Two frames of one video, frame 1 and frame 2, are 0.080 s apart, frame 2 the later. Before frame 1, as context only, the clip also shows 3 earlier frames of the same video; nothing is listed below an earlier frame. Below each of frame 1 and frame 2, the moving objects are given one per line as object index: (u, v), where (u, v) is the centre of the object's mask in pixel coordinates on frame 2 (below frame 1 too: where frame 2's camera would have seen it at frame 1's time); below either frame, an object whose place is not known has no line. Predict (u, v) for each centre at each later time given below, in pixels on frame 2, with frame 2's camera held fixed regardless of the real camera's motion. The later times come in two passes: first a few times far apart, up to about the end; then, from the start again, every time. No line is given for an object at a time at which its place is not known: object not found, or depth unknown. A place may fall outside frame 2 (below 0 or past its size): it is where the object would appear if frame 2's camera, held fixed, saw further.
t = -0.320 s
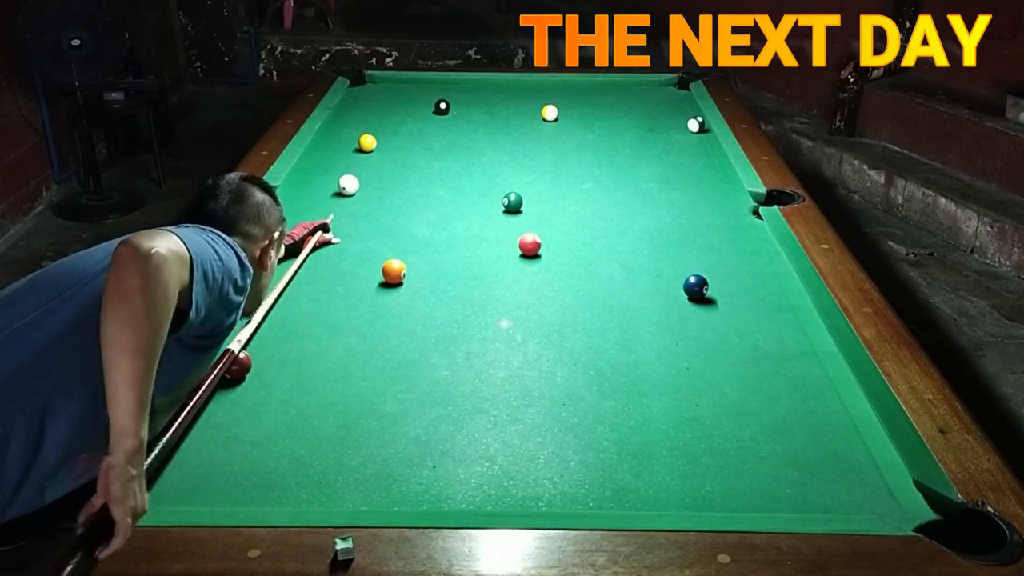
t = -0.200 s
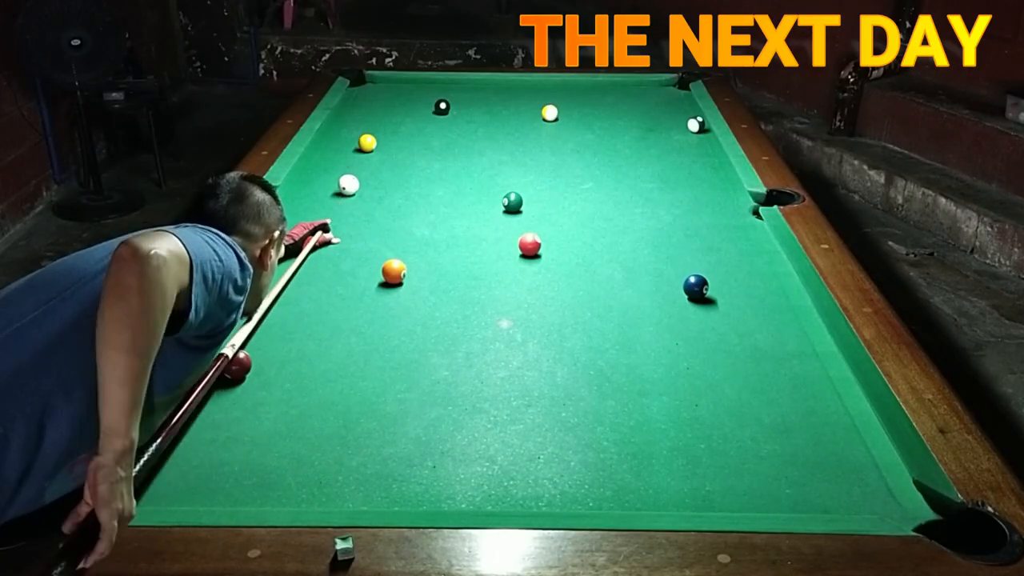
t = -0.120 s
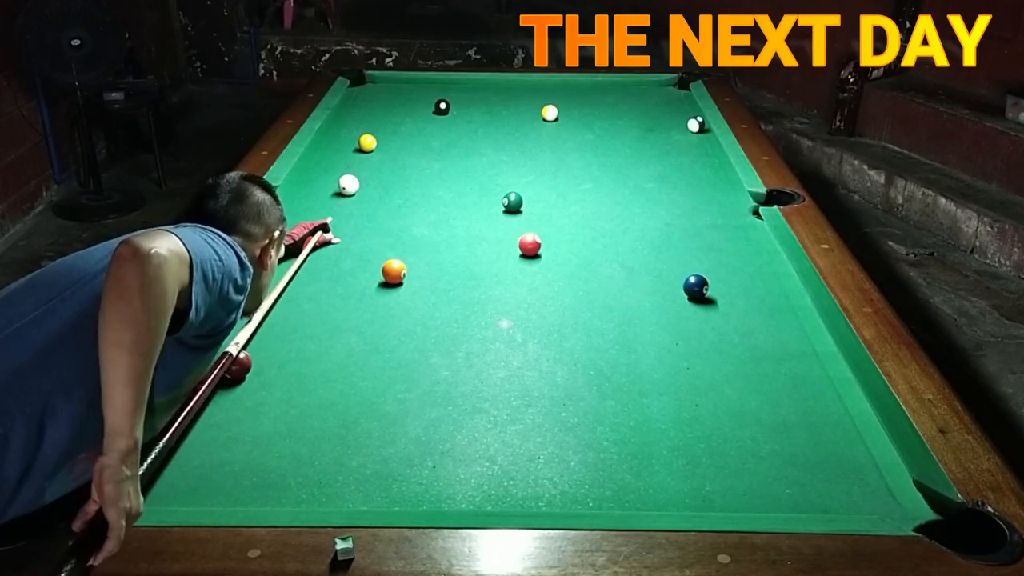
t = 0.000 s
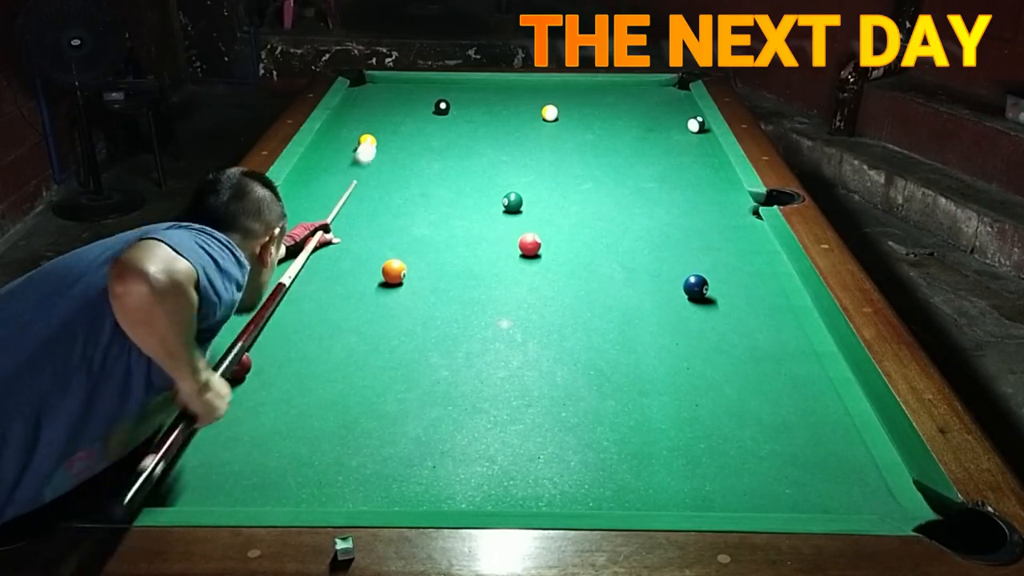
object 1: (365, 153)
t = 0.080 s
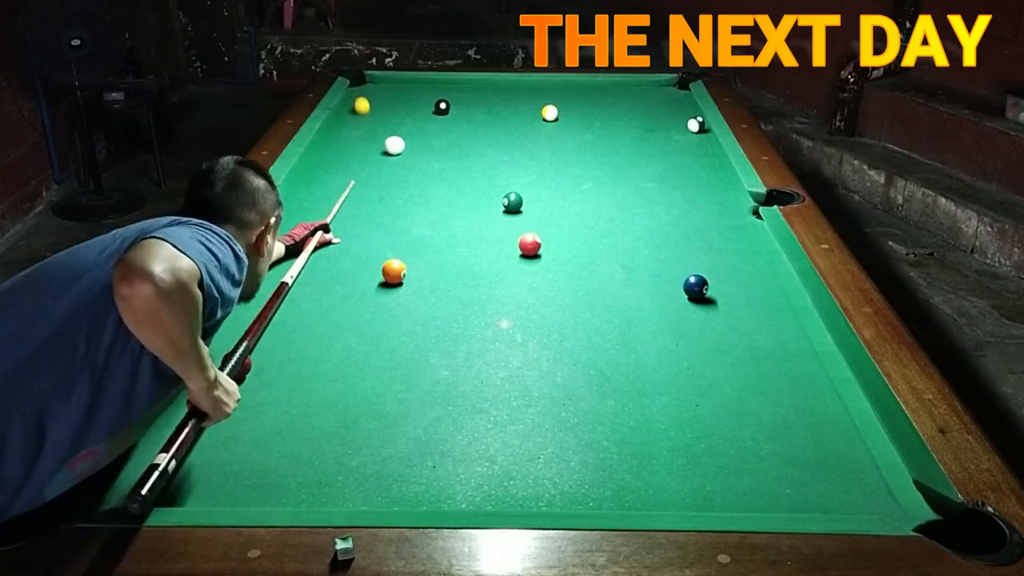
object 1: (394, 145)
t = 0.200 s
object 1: (425, 148)
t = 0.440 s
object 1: (482, 156)
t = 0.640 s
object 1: (528, 162)
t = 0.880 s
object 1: (582, 169)
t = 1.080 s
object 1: (629, 175)
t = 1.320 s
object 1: (678, 181)
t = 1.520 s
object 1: (715, 185)
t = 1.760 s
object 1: (723, 188)
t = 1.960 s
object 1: (709, 190)
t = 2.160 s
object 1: (698, 191)
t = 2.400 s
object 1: (689, 192)
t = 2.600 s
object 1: (685, 192)
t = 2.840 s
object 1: (684, 192)
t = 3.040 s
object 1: (684, 192)
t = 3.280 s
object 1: (684, 192)
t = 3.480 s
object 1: (684, 192)
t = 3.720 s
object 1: (684, 192)
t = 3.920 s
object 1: (683, 192)
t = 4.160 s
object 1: (684, 192)
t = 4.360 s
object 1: (684, 192)
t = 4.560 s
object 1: (683, 192)
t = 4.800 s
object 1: (684, 192)
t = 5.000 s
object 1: (683, 192)
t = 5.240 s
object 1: (683, 192)
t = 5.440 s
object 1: (684, 192)
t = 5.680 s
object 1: (683, 192)
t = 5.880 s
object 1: (684, 192)
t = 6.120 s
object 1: (684, 192)
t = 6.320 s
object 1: (684, 192)
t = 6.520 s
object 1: (684, 191)
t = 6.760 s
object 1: (684, 192)
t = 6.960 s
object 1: (683, 192)
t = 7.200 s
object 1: (684, 191)
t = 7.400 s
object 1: (684, 191)
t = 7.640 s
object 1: (684, 192)
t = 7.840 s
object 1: (684, 191)
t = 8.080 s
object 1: (684, 191)
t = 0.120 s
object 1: (406, 145)
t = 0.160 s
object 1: (415, 146)
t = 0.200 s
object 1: (425, 148)
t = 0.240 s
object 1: (435, 149)
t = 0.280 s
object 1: (444, 150)
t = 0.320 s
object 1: (454, 152)
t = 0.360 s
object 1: (463, 153)
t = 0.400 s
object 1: (473, 155)
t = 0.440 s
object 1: (482, 156)
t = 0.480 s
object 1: (491, 157)
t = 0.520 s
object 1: (501, 158)
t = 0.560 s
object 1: (510, 159)
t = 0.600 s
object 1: (519, 161)
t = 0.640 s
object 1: (528, 162)
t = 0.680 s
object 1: (537, 163)
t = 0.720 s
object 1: (547, 164)
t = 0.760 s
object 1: (555, 165)
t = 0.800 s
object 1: (564, 167)
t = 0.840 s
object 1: (573, 168)
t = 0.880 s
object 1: (582, 169)
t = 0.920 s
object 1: (591, 170)
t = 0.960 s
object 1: (604, 172)
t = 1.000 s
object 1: (612, 173)
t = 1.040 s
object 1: (621, 174)
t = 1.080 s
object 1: (629, 175)
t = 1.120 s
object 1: (637, 176)
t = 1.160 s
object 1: (646, 177)
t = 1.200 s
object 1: (654, 178)
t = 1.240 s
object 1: (662, 179)
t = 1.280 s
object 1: (670, 180)
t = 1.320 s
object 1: (678, 181)
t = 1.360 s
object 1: (685, 181)
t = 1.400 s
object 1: (693, 182)
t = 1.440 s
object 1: (700, 183)
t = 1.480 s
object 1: (707, 184)
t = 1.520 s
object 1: (715, 185)
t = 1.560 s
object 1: (722, 186)
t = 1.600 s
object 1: (728, 186)
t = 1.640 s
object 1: (732, 187)
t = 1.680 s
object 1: (729, 187)
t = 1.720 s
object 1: (726, 188)
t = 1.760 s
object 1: (723, 188)
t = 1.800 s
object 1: (720, 189)
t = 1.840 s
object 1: (718, 189)
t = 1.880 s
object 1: (715, 189)
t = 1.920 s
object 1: (712, 190)
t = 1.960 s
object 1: (709, 190)
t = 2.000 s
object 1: (706, 190)
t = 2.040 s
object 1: (704, 191)
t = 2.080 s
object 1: (702, 191)
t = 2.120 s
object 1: (700, 191)
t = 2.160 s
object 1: (698, 191)
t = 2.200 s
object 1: (696, 191)
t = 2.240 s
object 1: (694, 192)
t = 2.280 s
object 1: (693, 192)
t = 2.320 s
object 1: (692, 192)
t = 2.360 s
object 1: (691, 192)
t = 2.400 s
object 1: (689, 192)
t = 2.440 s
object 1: (688, 192)
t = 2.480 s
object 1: (687, 192)
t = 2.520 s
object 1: (686, 192)
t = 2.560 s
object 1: (685, 192)
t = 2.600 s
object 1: (685, 192)
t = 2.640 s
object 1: (684, 192)
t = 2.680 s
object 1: (684, 192)
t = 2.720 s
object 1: (683, 192)
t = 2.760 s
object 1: (683, 192)
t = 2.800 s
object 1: (683, 192)
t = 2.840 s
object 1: (684, 192)
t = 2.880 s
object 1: (684, 192)
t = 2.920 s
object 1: (683, 192)
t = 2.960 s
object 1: (683, 192)
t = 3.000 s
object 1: (684, 192)
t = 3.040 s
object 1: (684, 192)
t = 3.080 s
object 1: (684, 192)
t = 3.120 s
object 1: (684, 192)
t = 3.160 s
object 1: (684, 192)
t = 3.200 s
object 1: (684, 192)
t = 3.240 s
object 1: (684, 192)
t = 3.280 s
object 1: (684, 192)
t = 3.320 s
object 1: (684, 192)
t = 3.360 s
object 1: (684, 192)
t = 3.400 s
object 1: (684, 192)
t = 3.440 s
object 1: (684, 191)
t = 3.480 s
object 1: (684, 192)
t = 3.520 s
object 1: (684, 192)
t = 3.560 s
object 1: (684, 192)
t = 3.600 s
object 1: (684, 191)
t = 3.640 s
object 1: (684, 192)
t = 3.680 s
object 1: (684, 192)
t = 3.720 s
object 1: (684, 192)
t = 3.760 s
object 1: (684, 192)
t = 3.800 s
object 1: (684, 192)
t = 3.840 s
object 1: (684, 192)
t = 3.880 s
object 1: (683, 192)
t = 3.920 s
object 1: (683, 192)
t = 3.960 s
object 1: (684, 192)
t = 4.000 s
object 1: (684, 192)
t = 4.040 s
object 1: (684, 192)
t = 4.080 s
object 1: (684, 192)
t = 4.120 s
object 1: (684, 192)
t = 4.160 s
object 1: (684, 192)
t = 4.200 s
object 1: (684, 192)
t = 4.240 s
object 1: (684, 192)
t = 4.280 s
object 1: (684, 192)
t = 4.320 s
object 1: (683, 192)
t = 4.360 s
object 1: (684, 192)
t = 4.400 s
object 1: (684, 192)
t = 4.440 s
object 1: (683, 192)
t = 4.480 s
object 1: (684, 192)
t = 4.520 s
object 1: (683, 192)
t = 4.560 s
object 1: (683, 192)
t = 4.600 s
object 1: (684, 192)
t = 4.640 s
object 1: (684, 192)
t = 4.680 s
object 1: (684, 192)
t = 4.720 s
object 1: (684, 192)
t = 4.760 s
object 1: (684, 192)
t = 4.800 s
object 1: (684, 192)
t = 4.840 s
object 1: (684, 192)
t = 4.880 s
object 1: (684, 192)
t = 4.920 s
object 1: (684, 192)
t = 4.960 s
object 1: (683, 192)
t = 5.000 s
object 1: (683, 192)
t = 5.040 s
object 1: (684, 192)
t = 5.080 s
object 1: (684, 192)
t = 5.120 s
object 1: (684, 192)
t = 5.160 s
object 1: (684, 192)
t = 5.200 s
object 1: (684, 192)
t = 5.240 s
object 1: (683, 192)
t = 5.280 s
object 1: (684, 192)
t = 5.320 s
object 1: (684, 192)
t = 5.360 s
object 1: (683, 192)
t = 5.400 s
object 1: (683, 192)
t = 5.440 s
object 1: (684, 192)
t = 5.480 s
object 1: (684, 191)
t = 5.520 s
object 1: (684, 191)
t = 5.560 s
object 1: (684, 192)
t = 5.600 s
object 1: (684, 192)
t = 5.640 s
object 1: (684, 192)
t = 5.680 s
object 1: (683, 192)
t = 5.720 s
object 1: (684, 192)
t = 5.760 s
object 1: (684, 192)
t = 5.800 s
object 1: (684, 192)
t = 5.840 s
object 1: (684, 192)
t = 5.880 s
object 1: (684, 192)
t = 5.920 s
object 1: (684, 192)
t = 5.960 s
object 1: (684, 192)
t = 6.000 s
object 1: (684, 191)
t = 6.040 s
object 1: (684, 191)
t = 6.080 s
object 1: (684, 191)
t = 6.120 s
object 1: (684, 192)
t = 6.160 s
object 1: (684, 192)
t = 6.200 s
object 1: (684, 192)
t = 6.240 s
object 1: (684, 191)
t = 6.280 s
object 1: (684, 192)
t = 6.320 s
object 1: (684, 192)
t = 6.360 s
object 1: (684, 192)
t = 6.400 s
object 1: (684, 192)
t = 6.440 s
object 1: (684, 192)
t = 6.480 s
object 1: (684, 192)
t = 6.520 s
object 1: (684, 191)
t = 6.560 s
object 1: (684, 192)
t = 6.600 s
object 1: (684, 192)
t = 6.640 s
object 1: (684, 192)
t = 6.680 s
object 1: (684, 192)
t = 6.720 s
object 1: (684, 192)
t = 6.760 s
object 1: (684, 192)
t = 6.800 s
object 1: (683, 192)
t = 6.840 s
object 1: (683, 192)
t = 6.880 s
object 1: (684, 192)
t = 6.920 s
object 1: (684, 192)
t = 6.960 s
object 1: (683, 192)
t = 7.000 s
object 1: (684, 192)
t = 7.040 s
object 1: (684, 192)
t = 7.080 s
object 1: (684, 192)
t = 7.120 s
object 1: (683, 192)
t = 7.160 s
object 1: (683, 192)
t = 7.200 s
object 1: (684, 191)
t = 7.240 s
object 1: (684, 192)
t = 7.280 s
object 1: (684, 192)
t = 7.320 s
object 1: (684, 191)
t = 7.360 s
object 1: (684, 192)
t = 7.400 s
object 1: (684, 191)
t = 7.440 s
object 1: (684, 192)
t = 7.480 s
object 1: (684, 191)
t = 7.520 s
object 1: (684, 191)
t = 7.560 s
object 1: (684, 192)
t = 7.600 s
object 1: (684, 192)
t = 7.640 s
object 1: (684, 192)
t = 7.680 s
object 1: (683, 192)
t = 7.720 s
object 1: (683, 192)
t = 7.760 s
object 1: (683, 192)
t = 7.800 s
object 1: (684, 192)
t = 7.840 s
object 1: (684, 191)
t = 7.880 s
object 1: (684, 191)
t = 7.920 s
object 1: (684, 192)
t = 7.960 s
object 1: (684, 191)
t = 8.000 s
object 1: (683, 192)
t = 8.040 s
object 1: (684, 192)
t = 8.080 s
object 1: (684, 191)
